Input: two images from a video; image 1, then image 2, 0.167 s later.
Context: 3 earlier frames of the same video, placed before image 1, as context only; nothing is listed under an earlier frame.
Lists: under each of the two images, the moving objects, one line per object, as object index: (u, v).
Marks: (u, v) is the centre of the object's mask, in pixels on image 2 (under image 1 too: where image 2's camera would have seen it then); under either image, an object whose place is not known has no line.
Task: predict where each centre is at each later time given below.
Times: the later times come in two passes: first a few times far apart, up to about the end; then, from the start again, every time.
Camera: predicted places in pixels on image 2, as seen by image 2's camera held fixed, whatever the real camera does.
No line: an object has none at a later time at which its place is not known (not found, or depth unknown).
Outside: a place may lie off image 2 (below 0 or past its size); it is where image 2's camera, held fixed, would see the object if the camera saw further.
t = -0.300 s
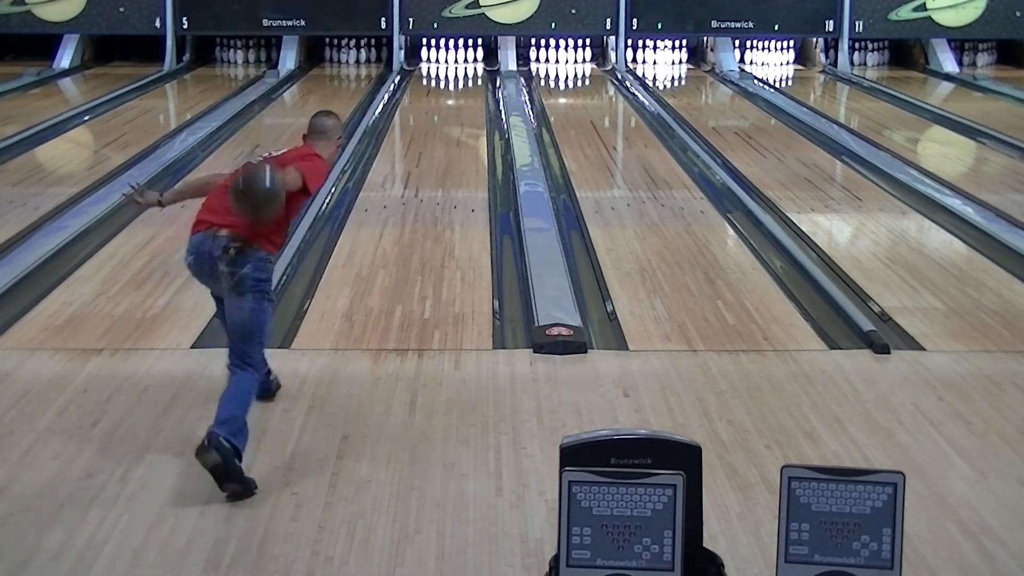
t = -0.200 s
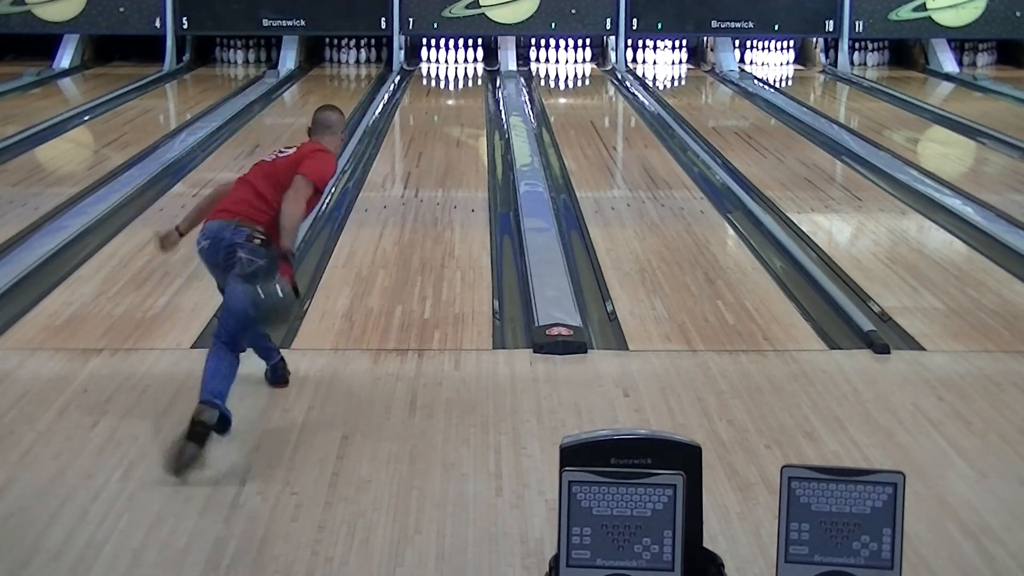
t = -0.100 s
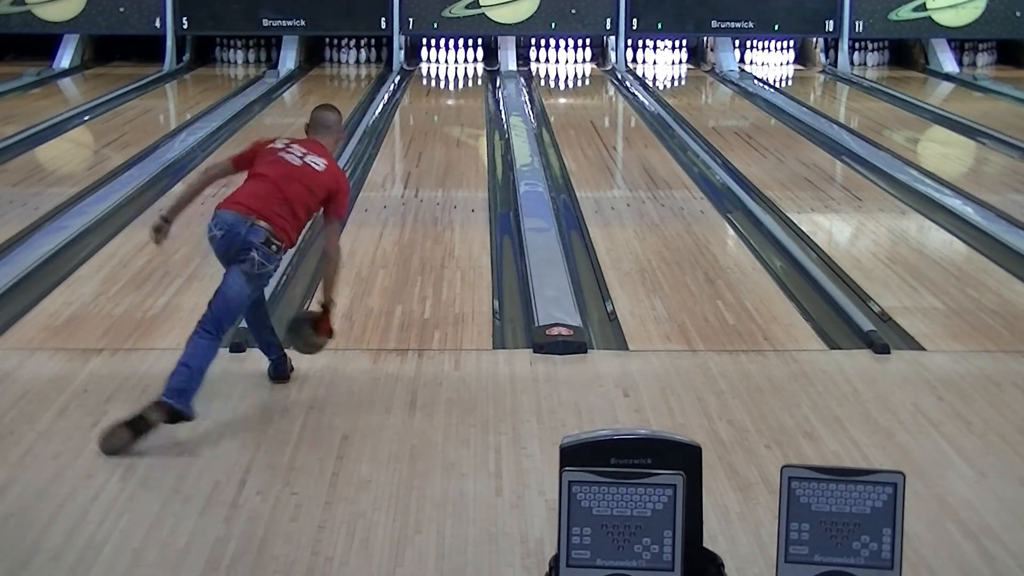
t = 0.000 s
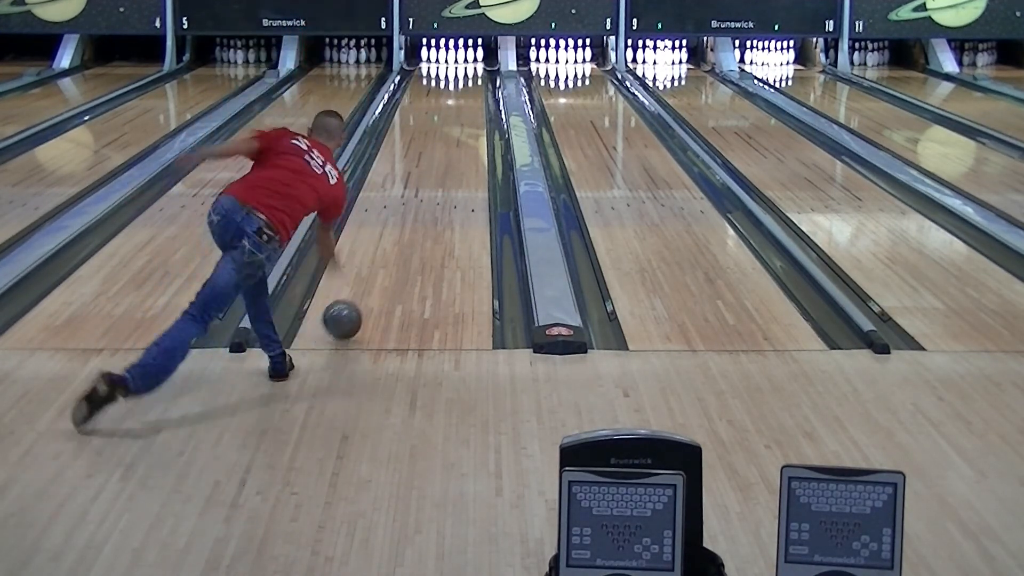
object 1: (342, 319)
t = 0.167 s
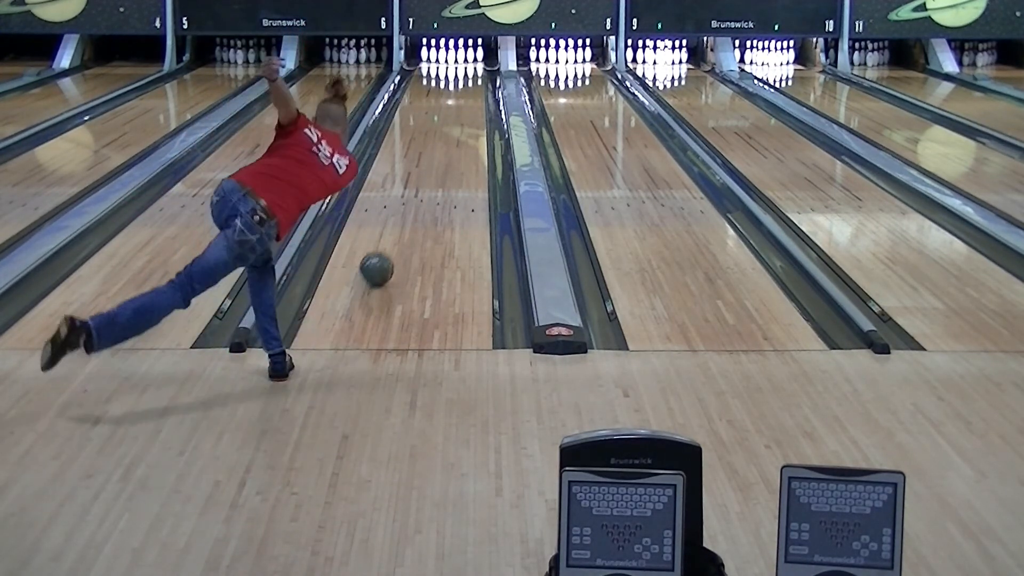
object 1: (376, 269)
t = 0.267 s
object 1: (392, 242)
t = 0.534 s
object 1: (422, 189)
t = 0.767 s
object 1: (439, 156)
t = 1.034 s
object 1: (452, 127)
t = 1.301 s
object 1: (460, 106)
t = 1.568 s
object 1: (465, 88)
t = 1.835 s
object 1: (465, 74)
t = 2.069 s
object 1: (459, 64)
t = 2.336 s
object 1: (449, 55)
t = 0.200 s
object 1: (382, 259)
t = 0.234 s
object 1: (387, 251)
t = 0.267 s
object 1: (392, 242)
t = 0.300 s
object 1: (397, 234)
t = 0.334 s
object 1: (401, 227)
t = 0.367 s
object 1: (405, 220)
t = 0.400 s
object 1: (409, 213)
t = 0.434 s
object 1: (412, 206)
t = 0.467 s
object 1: (416, 200)
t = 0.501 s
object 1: (419, 194)
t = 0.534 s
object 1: (422, 189)
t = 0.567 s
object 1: (425, 184)
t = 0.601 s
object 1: (427, 179)
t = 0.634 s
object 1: (430, 174)
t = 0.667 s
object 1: (433, 169)
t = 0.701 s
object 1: (435, 165)
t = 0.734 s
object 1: (437, 161)
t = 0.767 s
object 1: (439, 156)
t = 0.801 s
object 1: (441, 152)
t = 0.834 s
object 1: (443, 148)
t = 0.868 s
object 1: (445, 144)
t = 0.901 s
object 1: (446, 141)
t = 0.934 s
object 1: (448, 137)
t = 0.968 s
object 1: (449, 134)
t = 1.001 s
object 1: (450, 131)
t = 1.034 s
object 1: (452, 127)
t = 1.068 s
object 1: (453, 124)
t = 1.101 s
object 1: (454, 121)
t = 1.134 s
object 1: (455, 118)
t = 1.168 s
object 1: (457, 115)
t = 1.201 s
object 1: (457, 113)
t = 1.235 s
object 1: (458, 110)
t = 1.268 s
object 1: (459, 108)
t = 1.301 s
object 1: (460, 106)
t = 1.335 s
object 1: (461, 103)
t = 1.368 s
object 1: (461, 101)
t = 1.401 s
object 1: (462, 98)
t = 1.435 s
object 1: (463, 96)
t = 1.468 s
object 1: (464, 94)
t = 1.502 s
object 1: (464, 92)
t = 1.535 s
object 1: (465, 90)
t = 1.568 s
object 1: (465, 88)
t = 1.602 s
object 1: (465, 86)
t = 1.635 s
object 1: (466, 85)
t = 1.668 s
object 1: (466, 83)
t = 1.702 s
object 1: (466, 80)
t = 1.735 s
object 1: (466, 79)
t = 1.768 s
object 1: (465, 77)
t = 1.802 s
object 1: (465, 75)
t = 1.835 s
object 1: (465, 74)
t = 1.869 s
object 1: (464, 73)
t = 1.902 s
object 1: (463, 71)
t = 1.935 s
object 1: (463, 70)
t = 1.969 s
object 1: (462, 69)
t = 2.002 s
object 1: (461, 67)
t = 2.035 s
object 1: (460, 66)
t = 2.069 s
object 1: (459, 64)
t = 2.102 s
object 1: (457, 63)
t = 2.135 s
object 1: (456, 62)
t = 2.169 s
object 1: (454, 61)
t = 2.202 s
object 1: (453, 60)
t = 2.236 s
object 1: (451, 59)
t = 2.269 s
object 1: (451, 59)
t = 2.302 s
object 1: (450, 57)
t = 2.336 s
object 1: (449, 55)
